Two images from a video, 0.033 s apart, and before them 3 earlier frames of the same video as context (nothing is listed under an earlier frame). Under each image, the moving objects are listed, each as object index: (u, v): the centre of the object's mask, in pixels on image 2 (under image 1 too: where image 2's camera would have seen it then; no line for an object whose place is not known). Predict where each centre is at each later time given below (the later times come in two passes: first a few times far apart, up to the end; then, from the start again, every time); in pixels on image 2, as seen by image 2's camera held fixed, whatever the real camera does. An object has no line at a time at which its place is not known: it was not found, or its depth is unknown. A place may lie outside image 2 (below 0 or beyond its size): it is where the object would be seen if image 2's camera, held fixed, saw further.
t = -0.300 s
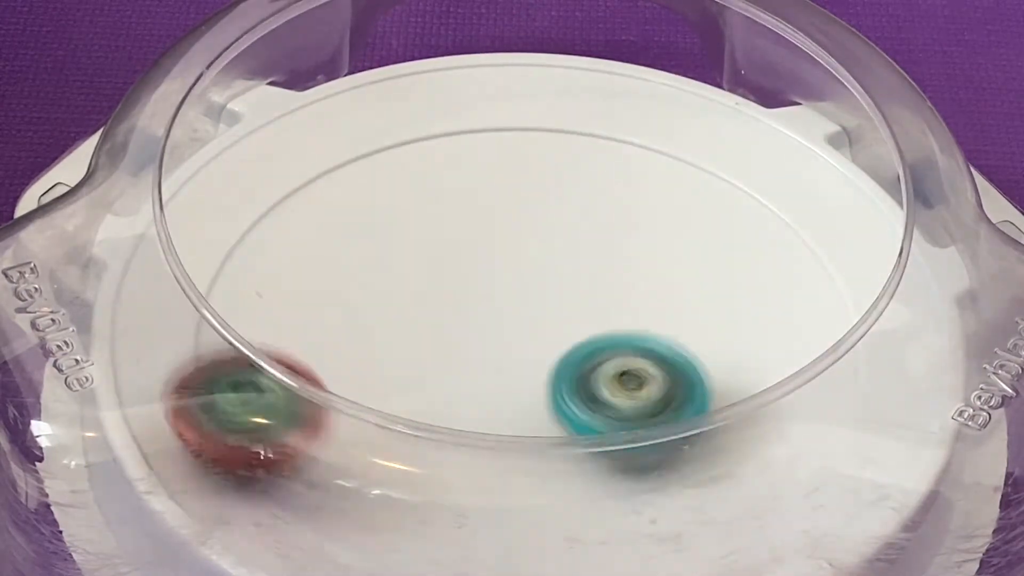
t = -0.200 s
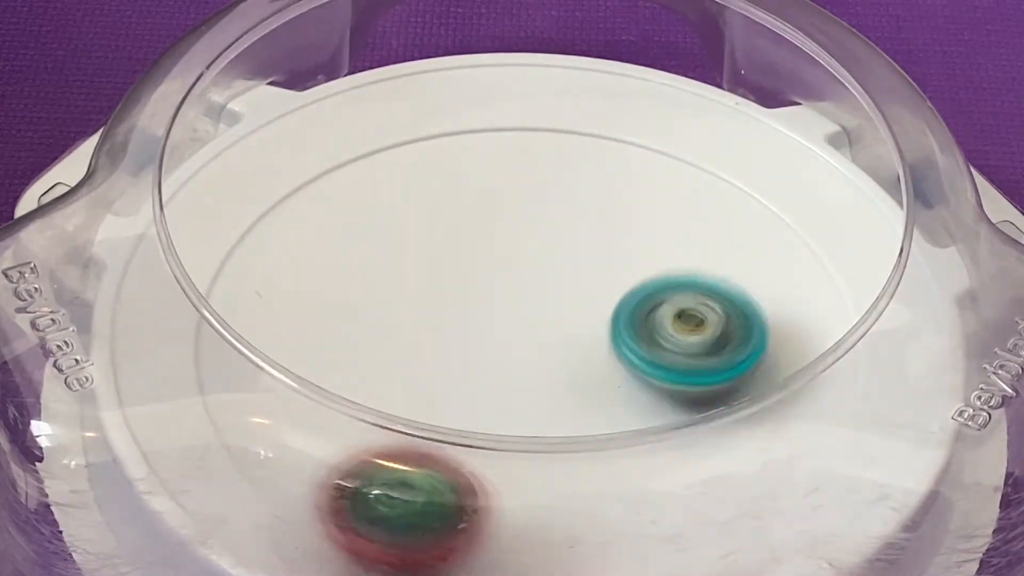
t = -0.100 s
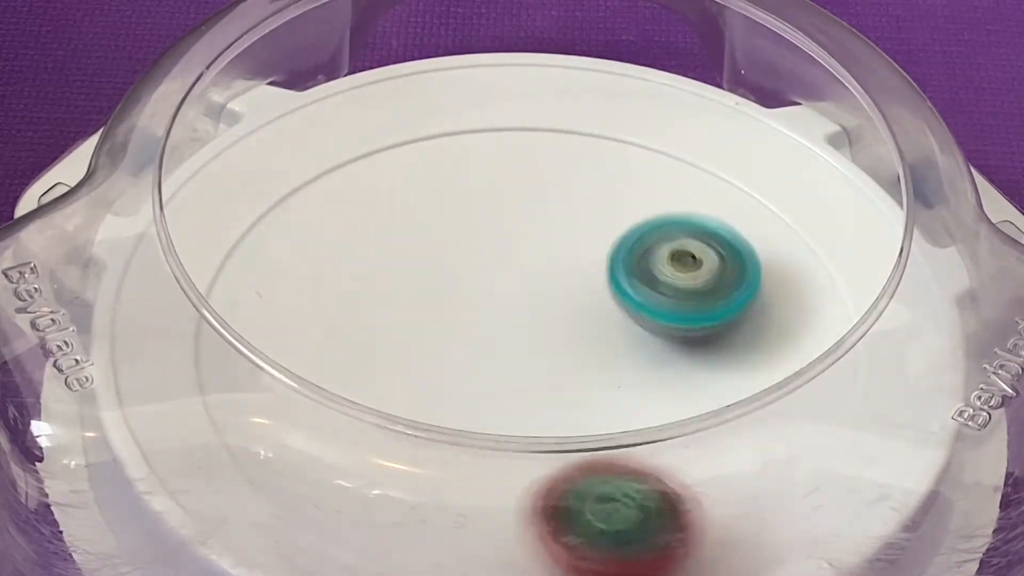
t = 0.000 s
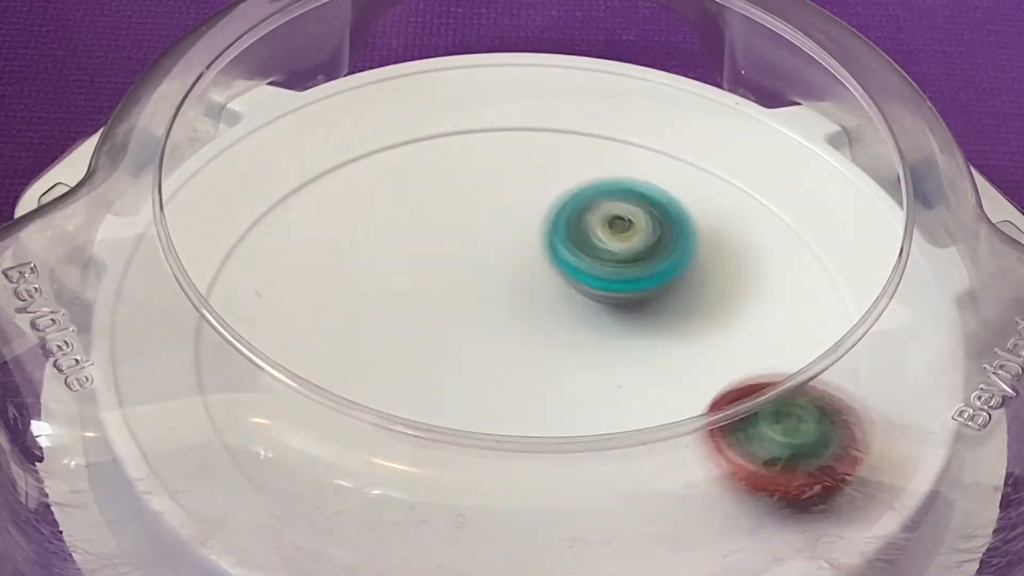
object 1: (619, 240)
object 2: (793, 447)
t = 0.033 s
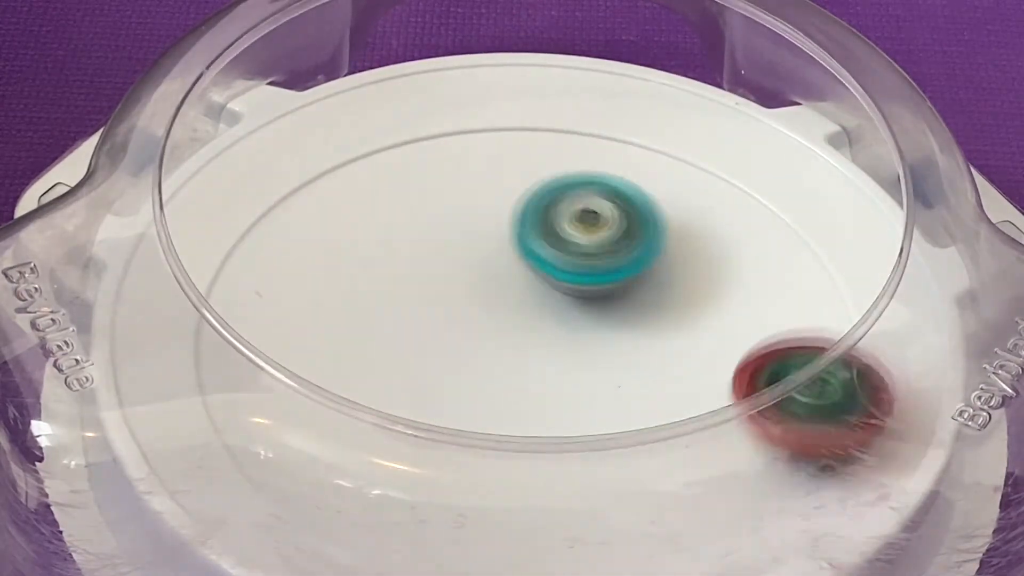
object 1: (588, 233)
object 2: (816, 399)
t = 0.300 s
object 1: (414, 319)
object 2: (628, 108)
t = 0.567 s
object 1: (596, 410)
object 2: (231, 228)
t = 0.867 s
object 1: (653, 258)
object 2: (507, 513)
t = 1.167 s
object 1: (405, 307)
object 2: (821, 259)
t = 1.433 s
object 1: (540, 438)
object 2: (507, 92)
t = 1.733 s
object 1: (643, 299)
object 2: (254, 348)
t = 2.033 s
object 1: (412, 295)
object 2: (664, 513)
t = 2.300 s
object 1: (500, 397)
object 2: (817, 264)
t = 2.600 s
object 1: (578, 298)
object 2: (451, 141)
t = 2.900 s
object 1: (448, 321)
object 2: (239, 358)
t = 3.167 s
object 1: (489, 352)
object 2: (573, 505)
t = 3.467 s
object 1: (547, 310)
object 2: (755, 260)
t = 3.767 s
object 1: (542, 354)
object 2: (450, 133)
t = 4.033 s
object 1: (521, 345)
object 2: (286, 310)
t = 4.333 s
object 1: (573, 335)
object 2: (605, 478)
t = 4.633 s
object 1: (513, 331)
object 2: (774, 254)
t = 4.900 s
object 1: (528, 320)
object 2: (505, 160)
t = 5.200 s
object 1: (550, 354)
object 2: (322, 341)
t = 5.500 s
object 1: (496, 340)
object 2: (608, 496)
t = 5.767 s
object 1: (527, 316)
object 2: (750, 302)
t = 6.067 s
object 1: (538, 347)
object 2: (469, 178)
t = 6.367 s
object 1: (499, 333)
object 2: (287, 335)
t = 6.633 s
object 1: (532, 316)
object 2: (536, 469)
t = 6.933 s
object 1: (541, 343)
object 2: (730, 285)
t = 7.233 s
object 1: (507, 332)
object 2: (492, 159)
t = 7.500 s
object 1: (536, 324)
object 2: (327, 305)
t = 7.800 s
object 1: (529, 344)
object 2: (565, 463)
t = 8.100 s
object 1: (511, 328)
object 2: (754, 305)
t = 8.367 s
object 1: (535, 328)
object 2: (547, 197)
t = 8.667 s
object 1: (521, 341)
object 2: (325, 317)
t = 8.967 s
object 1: (522, 329)
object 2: (515, 470)
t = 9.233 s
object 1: (529, 337)
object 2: (703, 347)
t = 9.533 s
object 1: (525, 331)
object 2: (537, 190)
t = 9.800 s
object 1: (527, 336)
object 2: (337, 261)
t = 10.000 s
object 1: (528, 332)
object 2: (388, 390)
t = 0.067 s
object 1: (556, 230)
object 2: (826, 352)
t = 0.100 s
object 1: (525, 232)
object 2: (810, 301)
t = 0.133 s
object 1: (497, 238)
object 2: (813, 267)
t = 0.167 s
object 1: (471, 247)
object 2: (792, 228)
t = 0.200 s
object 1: (448, 260)
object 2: (760, 190)
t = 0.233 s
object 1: (430, 278)
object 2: (721, 158)
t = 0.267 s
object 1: (418, 297)
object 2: (675, 128)
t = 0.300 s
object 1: (414, 319)
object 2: (628, 108)
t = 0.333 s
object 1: (417, 341)
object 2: (572, 92)
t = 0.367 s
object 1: (429, 360)
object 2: (510, 91)
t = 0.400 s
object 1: (448, 375)
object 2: (445, 96)
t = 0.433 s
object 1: (473, 386)
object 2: (385, 111)
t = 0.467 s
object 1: (500, 394)
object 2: (333, 132)
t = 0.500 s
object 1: (531, 412)
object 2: (288, 159)
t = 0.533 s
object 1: (564, 415)
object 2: (251, 191)
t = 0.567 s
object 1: (596, 410)
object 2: (231, 228)
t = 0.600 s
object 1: (622, 393)
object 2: (212, 269)
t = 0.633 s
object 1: (649, 385)
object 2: (202, 312)
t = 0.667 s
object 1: (672, 374)
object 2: (215, 356)
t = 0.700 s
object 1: (689, 359)
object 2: (230, 404)
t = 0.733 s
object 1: (699, 342)
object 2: (274, 435)
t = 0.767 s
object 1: (699, 317)
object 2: (323, 470)
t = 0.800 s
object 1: (691, 295)
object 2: (381, 494)
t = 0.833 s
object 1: (676, 275)
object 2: (443, 508)
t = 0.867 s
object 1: (653, 258)
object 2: (507, 513)
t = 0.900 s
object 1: (624, 245)
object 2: (576, 512)
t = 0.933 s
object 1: (592, 237)
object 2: (642, 503)
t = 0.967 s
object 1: (559, 234)
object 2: (700, 485)
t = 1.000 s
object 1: (525, 235)
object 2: (751, 462)
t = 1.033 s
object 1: (492, 242)
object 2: (782, 420)
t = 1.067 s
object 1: (462, 254)
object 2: (808, 382)
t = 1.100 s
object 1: (438, 268)
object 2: (821, 337)
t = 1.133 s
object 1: (418, 287)
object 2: (817, 291)
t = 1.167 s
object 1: (405, 307)
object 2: (821, 259)
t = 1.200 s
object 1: (398, 330)
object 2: (807, 221)
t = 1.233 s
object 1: (400, 353)
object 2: (782, 187)
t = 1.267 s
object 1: (411, 368)
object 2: (748, 155)
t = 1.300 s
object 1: (429, 381)
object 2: (708, 131)
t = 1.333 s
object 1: (448, 405)
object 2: (659, 114)
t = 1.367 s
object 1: (475, 421)
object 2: (610, 101)
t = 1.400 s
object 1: (506, 435)
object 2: (558, 93)
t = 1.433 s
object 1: (540, 438)
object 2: (507, 92)
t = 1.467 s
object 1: (575, 436)
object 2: (454, 98)
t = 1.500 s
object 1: (606, 429)
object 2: (402, 111)
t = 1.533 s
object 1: (632, 416)
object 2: (354, 132)
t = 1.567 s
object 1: (649, 388)
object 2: (313, 159)
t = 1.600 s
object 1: (664, 375)
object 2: (283, 191)
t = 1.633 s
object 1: (671, 358)
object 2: (261, 226)
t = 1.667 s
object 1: (669, 337)
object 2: (254, 263)
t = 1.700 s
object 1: (659, 316)
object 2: (251, 305)
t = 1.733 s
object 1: (643, 299)
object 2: (254, 348)
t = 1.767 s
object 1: (622, 283)
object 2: (268, 388)
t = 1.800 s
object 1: (595, 270)
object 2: (286, 435)
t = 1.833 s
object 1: (567, 263)
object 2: (331, 459)
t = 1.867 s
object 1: (537, 259)
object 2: (377, 488)
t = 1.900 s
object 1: (506, 257)
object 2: (427, 506)
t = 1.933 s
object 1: (477, 262)
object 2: (486, 518)
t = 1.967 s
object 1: (452, 270)
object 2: (545, 521)
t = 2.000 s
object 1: (430, 281)
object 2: (607, 521)
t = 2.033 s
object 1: (412, 295)
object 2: (664, 513)
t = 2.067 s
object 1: (401, 313)
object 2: (718, 493)
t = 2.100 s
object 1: (396, 331)
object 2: (765, 470)
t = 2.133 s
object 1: (397, 351)
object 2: (804, 445)
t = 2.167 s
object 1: (408, 366)
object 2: (836, 416)
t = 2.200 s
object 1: (425, 377)
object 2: (840, 370)
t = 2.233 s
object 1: (448, 387)
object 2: (841, 332)
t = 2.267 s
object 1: (473, 394)
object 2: (821, 289)
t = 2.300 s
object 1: (500, 397)
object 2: (817, 264)
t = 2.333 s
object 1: (528, 397)
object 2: (794, 234)
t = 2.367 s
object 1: (554, 395)
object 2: (763, 208)
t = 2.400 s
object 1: (575, 387)
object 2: (726, 185)
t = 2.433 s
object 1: (591, 377)
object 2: (685, 166)
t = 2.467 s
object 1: (601, 365)
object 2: (639, 152)
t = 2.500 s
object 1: (605, 345)
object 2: (593, 142)
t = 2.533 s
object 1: (601, 329)
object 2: (543, 136)
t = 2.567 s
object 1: (592, 314)
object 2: (497, 136)
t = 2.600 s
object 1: (578, 298)
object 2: (451, 141)
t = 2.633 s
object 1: (561, 286)
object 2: (405, 149)
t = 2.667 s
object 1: (541, 278)
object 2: (364, 162)
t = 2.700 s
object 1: (518, 273)
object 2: (327, 178)
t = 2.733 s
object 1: (495, 273)
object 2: (295, 200)
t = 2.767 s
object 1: (477, 277)
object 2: (268, 226)
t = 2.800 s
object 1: (463, 284)
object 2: (249, 254)
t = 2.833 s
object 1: (454, 294)
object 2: (250, 281)
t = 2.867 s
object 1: (448, 307)
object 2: (233, 320)
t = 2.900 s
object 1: (448, 321)
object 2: (239, 358)
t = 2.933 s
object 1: (450, 333)
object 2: (255, 393)
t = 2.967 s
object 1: (454, 342)
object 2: (277, 432)
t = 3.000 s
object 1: (460, 349)
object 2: (320, 453)
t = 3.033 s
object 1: (465, 354)
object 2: (362, 479)
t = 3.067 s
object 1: (472, 357)
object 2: (412, 494)
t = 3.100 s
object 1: (477, 357)
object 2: (464, 503)
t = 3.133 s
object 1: (483, 356)
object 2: (519, 508)
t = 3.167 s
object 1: (489, 352)
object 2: (573, 505)
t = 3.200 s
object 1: (493, 347)
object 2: (626, 496)
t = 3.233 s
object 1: (499, 341)
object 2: (671, 482)
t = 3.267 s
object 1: (504, 335)
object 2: (703, 449)
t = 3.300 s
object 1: (511, 328)
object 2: (732, 422)
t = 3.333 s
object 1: (517, 322)
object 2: (751, 388)
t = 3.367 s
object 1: (525, 317)
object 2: (755, 346)
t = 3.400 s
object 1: (532, 313)
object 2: (768, 321)
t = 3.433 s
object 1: (540, 310)
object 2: (768, 290)
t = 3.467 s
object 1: (547, 310)
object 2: (755, 260)
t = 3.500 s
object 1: (554, 310)
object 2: (736, 232)
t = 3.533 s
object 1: (559, 313)
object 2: (712, 205)
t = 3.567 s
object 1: (564, 317)
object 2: (684, 183)
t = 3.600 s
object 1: (566, 323)
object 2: (649, 162)
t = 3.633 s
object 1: (566, 329)
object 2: (611, 147)
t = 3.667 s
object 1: (564, 336)
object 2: (572, 137)
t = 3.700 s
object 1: (559, 343)
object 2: (532, 131)
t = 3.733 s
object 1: (553, 349)
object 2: (491, 129)
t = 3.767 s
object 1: (542, 354)
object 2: (450, 133)
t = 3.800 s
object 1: (531, 356)
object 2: (409, 141)
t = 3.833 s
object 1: (518, 357)
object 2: (373, 155)
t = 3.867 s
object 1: (507, 354)
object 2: (341, 173)
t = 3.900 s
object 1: (500, 352)
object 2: (315, 195)
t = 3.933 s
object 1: (499, 350)
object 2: (293, 222)
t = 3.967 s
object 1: (502, 347)
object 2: (278, 252)
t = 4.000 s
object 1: (509, 346)
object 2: (275, 283)
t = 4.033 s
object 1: (521, 345)
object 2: (286, 310)
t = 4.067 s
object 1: (535, 344)
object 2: (292, 347)
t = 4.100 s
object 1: (547, 341)
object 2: (311, 377)
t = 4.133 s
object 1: (557, 339)
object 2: (338, 413)
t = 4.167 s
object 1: (565, 337)
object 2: (375, 434)
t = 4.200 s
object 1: (571, 335)
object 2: (413, 454)
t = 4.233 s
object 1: (575, 335)
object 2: (457, 469)
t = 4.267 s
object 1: (576, 334)
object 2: (505, 474)
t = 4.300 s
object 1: (576, 335)
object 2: (554, 477)
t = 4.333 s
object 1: (573, 335)
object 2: (605, 478)
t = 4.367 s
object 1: (569, 336)
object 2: (648, 467)
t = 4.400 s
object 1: (563, 337)
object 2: (689, 449)
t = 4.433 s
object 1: (556, 337)
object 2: (726, 427)
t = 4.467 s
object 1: (548, 337)
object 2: (753, 398)
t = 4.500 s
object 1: (540, 337)
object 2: (771, 371)
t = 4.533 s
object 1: (532, 336)
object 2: (775, 332)
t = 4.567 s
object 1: (525, 335)
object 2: (787, 309)
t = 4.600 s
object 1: (518, 333)
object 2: (787, 282)
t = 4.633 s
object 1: (513, 331)
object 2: (774, 254)
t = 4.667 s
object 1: (509, 328)
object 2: (755, 228)
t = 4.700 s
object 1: (506, 326)
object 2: (730, 205)
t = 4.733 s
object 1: (507, 324)
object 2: (698, 187)
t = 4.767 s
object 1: (508, 322)
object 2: (662, 172)
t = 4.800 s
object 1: (511, 321)
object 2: (626, 162)
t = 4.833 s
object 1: (515, 319)
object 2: (585, 156)
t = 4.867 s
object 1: (521, 319)
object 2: (544, 156)
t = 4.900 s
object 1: (528, 320)
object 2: (505, 160)
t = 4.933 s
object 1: (534, 322)
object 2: (465, 168)
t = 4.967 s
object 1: (540, 325)
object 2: (426, 181)
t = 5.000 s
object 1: (545, 328)
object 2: (394, 197)
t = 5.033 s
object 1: (550, 332)
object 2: (366, 218)
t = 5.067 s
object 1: (554, 336)
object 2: (341, 241)
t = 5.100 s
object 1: (555, 341)
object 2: (323, 267)
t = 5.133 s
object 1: (556, 346)
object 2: (312, 295)
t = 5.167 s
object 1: (553, 350)
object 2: (311, 320)
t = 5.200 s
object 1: (550, 354)
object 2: (322, 341)
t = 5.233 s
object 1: (545, 357)
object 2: (324, 379)
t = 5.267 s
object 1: (538, 358)
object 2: (338, 414)
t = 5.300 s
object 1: (531, 359)
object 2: (363, 438)
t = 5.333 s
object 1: (522, 358)
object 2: (396, 460)
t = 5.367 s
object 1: (515, 356)
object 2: (430, 484)
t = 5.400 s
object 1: (509, 353)
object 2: (472, 494)
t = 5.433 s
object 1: (502, 349)
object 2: (519, 501)
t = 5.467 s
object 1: (499, 344)
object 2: (564, 500)
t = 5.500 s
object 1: (496, 340)
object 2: (608, 496)
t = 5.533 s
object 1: (495, 334)
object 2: (654, 487)
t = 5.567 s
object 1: (496, 329)
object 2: (686, 463)
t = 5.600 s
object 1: (499, 325)
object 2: (716, 440)
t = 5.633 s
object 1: (503, 321)
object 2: (740, 417)
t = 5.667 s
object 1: (508, 318)
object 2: (752, 383)
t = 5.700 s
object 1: (513, 316)
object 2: (750, 348)
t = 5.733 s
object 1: (520, 315)
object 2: (757, 327)
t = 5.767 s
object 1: (527, 316)
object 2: (750, 302)
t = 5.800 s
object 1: (532, 318)
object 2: (736, 277)
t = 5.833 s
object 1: (538, 321)
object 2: (713, 251)
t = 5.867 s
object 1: (542, 324)
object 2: (685, 232)
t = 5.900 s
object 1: (546, 327)
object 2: (656, 214)
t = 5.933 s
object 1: (547, 332)
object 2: (620, 198)
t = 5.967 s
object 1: (547, 336)
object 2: (583, 188)
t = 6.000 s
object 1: (545, 340)
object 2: (546, 181)
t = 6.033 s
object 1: (542, 344)
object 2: (506, 178)
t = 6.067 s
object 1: (538, 347)
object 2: (469, 178)
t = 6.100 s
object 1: (533, 349)
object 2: (432, 182)
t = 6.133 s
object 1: (527, 350)
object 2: (396, 192)
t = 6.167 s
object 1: (521, 351)
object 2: (365, 204)
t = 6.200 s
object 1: (515, 350)
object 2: (335, 220)
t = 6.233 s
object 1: (510, 348)
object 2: (311, 240)
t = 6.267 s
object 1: (506, 345)
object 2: (294, 262)
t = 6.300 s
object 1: (502, 341)
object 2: (283, 287)
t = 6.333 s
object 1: (500, 337)
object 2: (287, 309)
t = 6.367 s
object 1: (499, 333)
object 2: (287, 335)
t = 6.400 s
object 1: (499, 330)
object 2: (297, 366)
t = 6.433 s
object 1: (502, 326)
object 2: (317, 386)
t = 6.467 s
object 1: (505, 322)
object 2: (340, 419)
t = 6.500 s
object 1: (509, 319)
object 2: (373, 440)
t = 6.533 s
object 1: (514, 316)
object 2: (408, 454)
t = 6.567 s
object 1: (520, 315)
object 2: (451, 466)
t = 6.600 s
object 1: (526, 316)
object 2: (494, 471)
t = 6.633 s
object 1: (532, 316)
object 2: (536, 469)
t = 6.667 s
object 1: (537, 318)
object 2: (581, 465)
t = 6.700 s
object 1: (542, 320)
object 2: (619, 454)
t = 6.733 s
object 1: (545, 323)
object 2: (652, 430)
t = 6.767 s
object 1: (548, 327)
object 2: (680, 411)
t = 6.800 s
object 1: (550, 330)
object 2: (701, 386)
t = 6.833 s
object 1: (550, 335)
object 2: (715, 358)
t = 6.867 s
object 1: (548, 338)
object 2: (729, 338)
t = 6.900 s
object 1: (545, 341)
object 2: (734, 312)
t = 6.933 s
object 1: (541, 343)
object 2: (730, 285)
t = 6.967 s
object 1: (536, 345)
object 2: (721, 259)
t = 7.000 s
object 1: (531, 346)
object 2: (704, 235)
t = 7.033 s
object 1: (525, 346)
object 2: (684, 214)
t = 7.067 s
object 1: (519, 345)
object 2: (657, 195)
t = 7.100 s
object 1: (515, 343)
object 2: (628, 180)
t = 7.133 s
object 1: (511, 341)
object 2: (596, 168)
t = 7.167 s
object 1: (509, 338)
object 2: (561, 160)
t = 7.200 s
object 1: (507, 335)
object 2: (527, 157)
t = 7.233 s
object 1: (507, 332)
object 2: (492, 159)
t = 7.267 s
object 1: (508, 329)
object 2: (458, 165)
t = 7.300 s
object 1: (511, 326)
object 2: (425, 175)
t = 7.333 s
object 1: (513, 323)
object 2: (397, 189)
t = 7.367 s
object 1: (517, 322)
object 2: (371, 208)
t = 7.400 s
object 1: (522, 322)
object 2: (351, 228)
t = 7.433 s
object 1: (527, 321)
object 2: (336, 253)
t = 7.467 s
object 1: (531, 322)
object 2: (328, 278)
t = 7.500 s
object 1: (536, 324)
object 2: (327, 305)
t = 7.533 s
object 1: (539, 326)
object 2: (333, 330)
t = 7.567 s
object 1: (542, 329)
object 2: (349, 350)
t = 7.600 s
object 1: (543, 332)
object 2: (363, 379)
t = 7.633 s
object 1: (543, 335)
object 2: (386, 403)
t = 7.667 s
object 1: (543, 338)
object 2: (415, 423)
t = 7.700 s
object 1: (541, 341)
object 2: (448, 445)
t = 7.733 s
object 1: (538, 341)
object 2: (485, 456)
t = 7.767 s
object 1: (533, 341)
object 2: (524, 462)
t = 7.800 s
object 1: (529, 344)
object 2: (565, 463)
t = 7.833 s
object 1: (524, 345)
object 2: (603, 460)
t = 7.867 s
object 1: (520, 345)
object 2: (641, 454)
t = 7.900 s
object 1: (516, 344)
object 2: (674, 440)
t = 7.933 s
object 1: (513, 342)
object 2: (702, 417)
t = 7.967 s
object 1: (511, 339)
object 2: (726, 399)
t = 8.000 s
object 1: (510, 336)
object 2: (741, 375)
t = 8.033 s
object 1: (510, 333)
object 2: (747, 346)
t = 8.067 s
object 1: (510, 331)
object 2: (756, 328)
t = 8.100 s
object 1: (511, 328)
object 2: (754, 305)
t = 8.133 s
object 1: (514, 326)
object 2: (745, 283)
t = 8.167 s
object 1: (517, 325)
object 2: (728, 261)
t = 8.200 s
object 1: (520, 323)
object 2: (707, 242)
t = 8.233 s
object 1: (523, 323)
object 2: (679, 227)
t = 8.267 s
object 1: (527, 323)
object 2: (650, 214)
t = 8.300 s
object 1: (530, 325)
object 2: (616, 205)
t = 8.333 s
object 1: (533, 326)
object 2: (583, 199)
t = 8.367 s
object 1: (535, 328)
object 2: (547, 197)
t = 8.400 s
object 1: (536, 330)
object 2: (513, 198)
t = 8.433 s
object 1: (536, 333)
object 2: (479, 202)
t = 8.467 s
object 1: (536, 335)
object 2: (446, 210)
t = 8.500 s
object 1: (534, 337)
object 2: (415, 221)
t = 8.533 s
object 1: (532, 339)
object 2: (389, 236)
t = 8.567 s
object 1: (530, 340)
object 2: (365, 253)
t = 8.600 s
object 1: (527, 341)
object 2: (347, 273)
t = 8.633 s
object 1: (524, 341)
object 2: (334, 294)
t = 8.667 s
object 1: (521, 341)
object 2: (325, 317)
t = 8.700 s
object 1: (519, 340)
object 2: (329, 335)
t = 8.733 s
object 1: (517, 339)
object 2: (338, 352)
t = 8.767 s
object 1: (516, 338)
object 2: (343, 383)
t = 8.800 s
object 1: (515, 336)
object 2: (359, 405)
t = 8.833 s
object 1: (515, 334)
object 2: (380, 428)
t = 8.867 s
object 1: (516, 332)
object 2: (410, 446)
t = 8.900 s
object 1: (517, 331)
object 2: (441, 460)
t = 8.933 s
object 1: (519, 330)
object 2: (478, 469)
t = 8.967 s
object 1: (522, 329)
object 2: (515, 470)
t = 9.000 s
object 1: (525, 328)
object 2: (552, 471)
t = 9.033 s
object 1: (528, 328)
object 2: (587, 464)
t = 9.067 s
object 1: (530, 329)
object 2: (618, 450)
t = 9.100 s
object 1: (532, 331)
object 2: (646, 435)
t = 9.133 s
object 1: (533, 332)
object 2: (669, 411)
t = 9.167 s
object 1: (532, 334)
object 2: (679, 379)
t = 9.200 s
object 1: (531, 336)
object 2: (694, 364)
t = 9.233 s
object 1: (529, 337)
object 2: (703, 347)
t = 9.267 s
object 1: (527, 338)
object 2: (703, 324)
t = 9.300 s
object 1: (524, 338)
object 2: (698, 300)
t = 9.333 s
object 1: (522, 337)
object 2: (687, 277)
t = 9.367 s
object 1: (521, 336)
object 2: (669, 256)
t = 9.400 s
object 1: (521, 335)
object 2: (649, 237)
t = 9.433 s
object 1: (521, 333)
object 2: (624, 221)
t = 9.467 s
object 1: (522, 332)
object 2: (597, 207)
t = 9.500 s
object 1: (524, 332)
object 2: (569, 197)
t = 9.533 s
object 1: (525, 331)
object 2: (537, 190)
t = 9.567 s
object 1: (527, 331)
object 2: (507, 186)
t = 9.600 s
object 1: (529, 332)
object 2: (474, 186)
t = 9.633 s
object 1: (530, 333)
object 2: (445, 189)
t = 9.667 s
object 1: (530, 334)
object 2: (416, 197)
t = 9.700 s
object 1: (529, 335)
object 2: (389, 208)
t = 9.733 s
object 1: (528, 336)
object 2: (368, 223)
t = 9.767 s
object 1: (527, 336)
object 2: (350, 241)
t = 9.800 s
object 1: (527, 336)
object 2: (337, 261)
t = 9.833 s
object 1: (526, 335)
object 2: (331, 282)
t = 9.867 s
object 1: (525, 334)
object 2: (329, 306)
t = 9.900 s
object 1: (526, 334)
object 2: (336, 328)
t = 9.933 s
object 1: (526, 333)
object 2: (351, 347)
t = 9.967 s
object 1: (527, 332)
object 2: (371, 363)
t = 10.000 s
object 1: (528, 332)
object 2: (388, 390)
